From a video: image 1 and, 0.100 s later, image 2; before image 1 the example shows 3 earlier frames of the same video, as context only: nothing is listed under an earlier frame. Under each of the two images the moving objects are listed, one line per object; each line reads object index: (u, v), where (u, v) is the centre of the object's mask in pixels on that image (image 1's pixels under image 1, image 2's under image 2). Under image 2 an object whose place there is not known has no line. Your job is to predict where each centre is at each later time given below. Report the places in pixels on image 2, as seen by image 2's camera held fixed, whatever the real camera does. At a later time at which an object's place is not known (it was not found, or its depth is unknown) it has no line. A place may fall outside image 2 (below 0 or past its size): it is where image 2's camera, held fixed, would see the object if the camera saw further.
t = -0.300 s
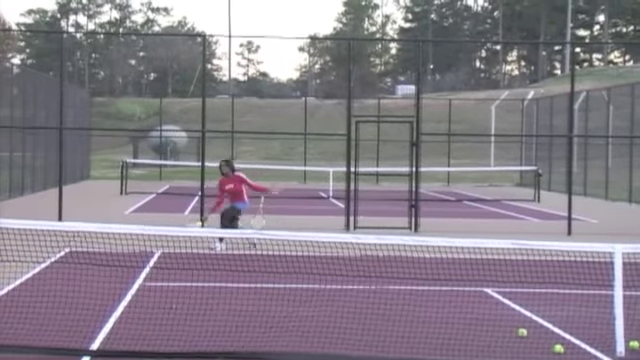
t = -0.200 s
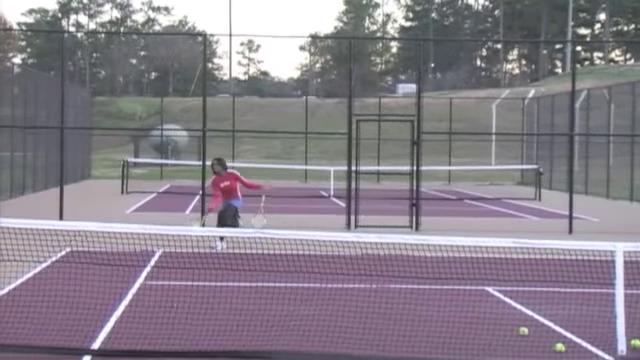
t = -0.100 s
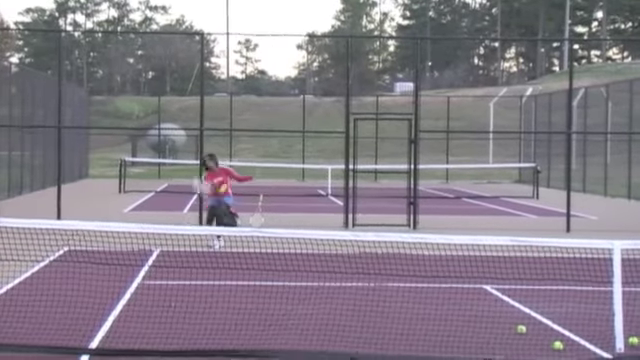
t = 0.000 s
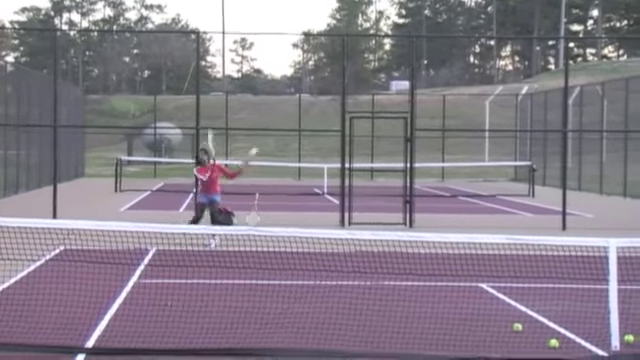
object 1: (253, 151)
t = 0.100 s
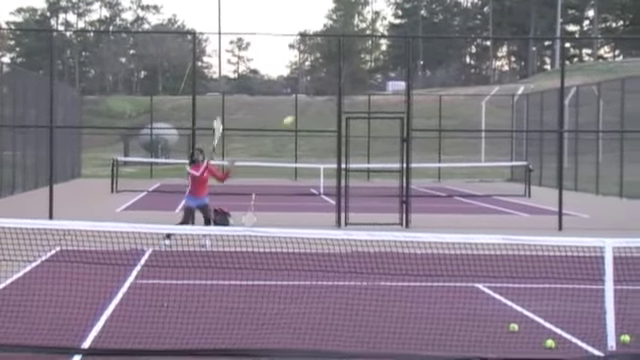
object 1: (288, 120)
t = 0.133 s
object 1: (302, 110)
